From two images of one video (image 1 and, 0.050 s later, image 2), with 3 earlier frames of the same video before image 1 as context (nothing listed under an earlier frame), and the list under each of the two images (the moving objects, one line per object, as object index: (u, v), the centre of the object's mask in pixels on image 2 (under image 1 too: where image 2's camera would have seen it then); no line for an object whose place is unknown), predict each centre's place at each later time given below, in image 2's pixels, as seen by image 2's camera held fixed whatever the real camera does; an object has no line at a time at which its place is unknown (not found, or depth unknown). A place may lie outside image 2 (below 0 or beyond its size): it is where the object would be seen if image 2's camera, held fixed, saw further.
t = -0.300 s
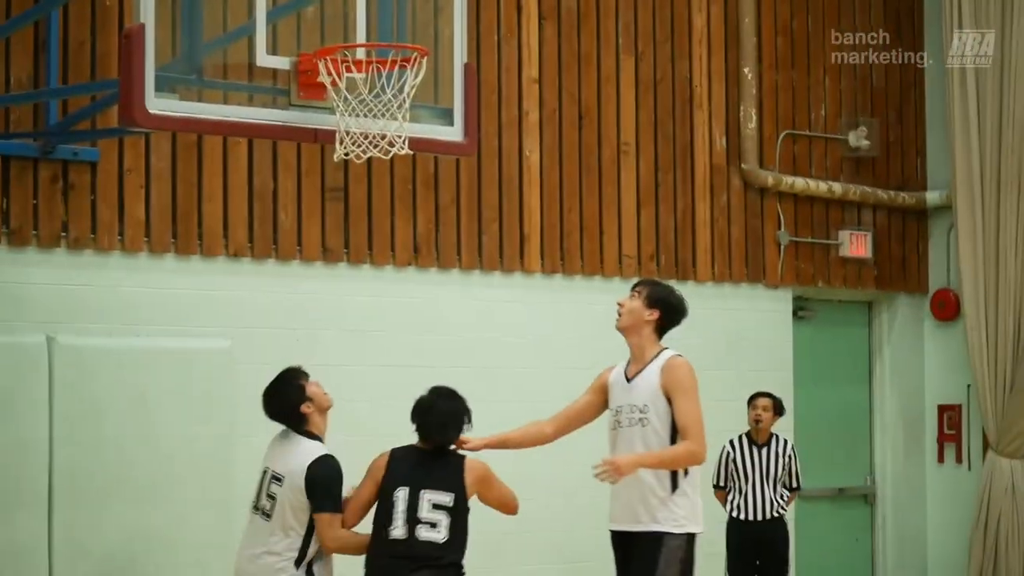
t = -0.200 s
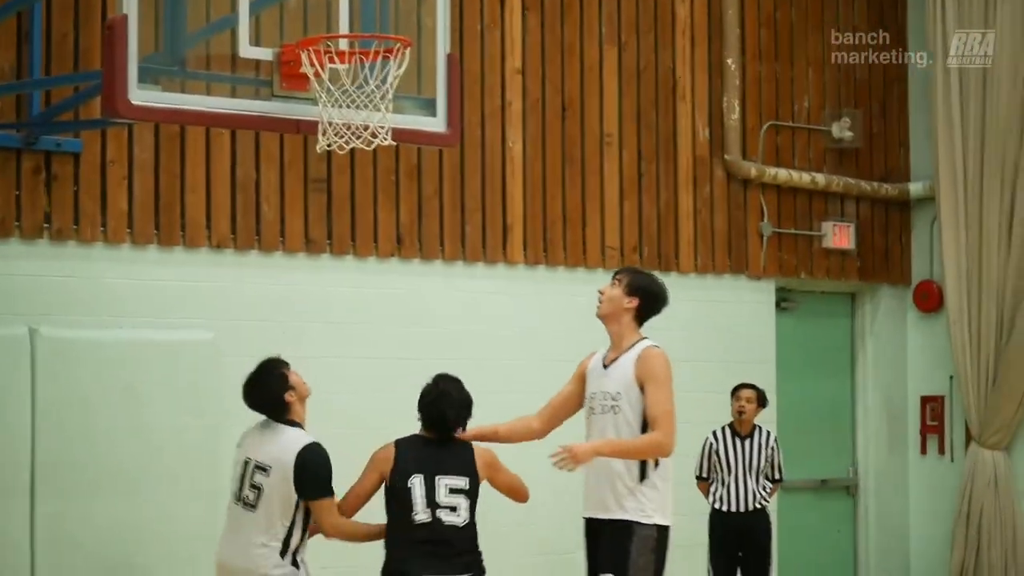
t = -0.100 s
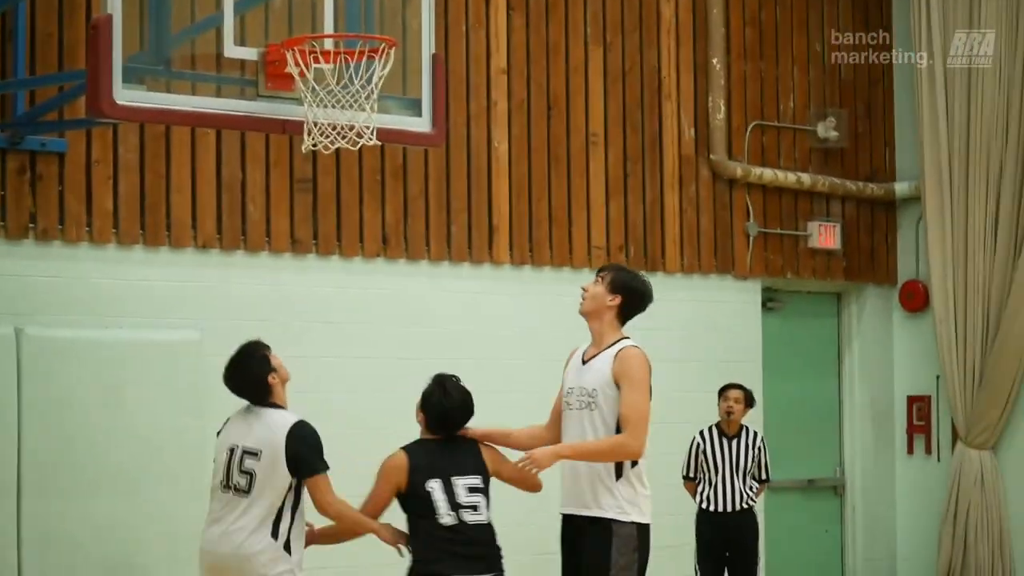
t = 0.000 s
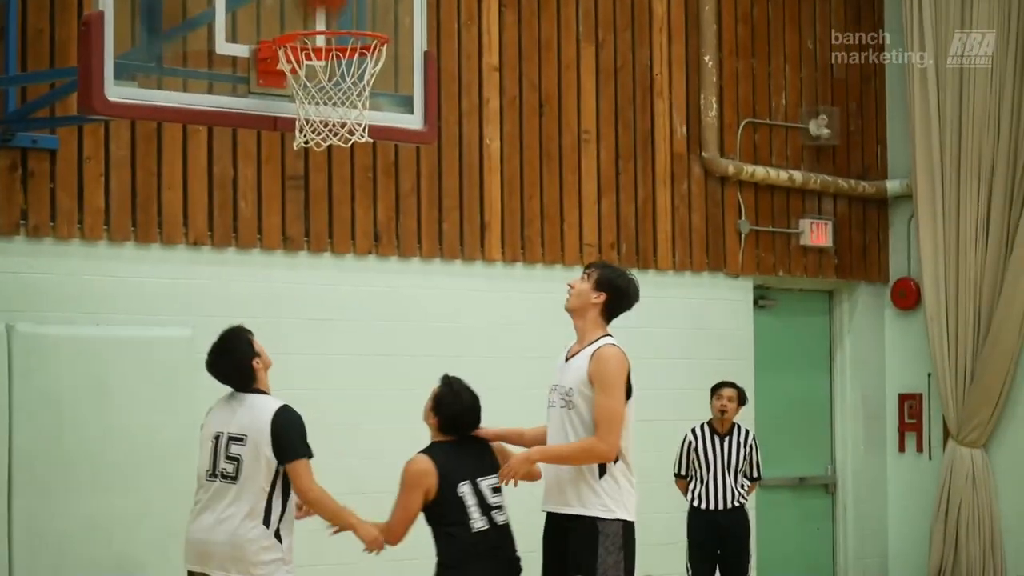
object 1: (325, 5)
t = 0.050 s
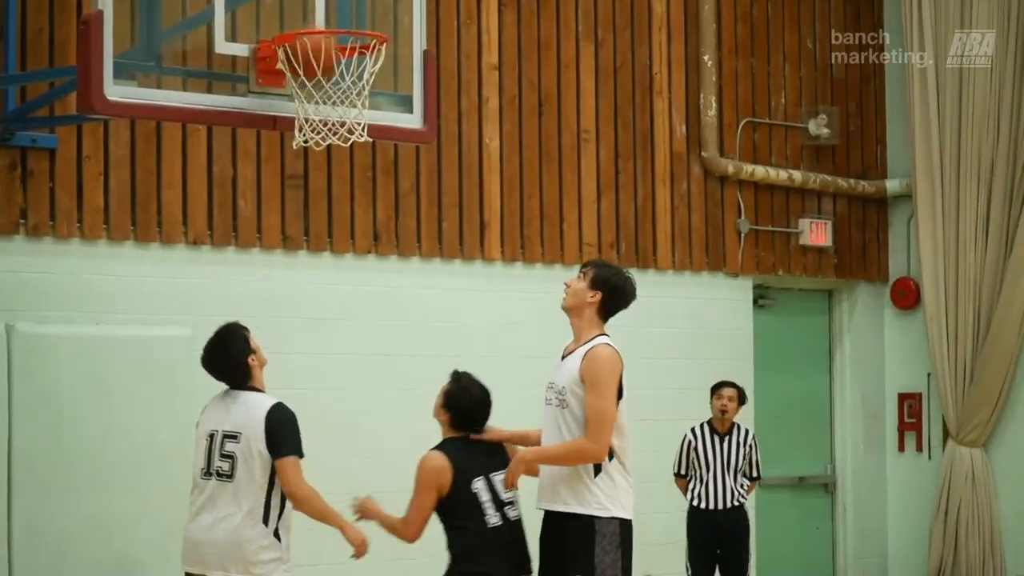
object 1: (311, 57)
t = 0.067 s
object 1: (311, 72)
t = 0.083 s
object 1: (310, 87)
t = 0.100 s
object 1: (310, 100)
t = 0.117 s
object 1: (316, 109)
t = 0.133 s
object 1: (317, 108)
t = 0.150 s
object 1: (319, 110)
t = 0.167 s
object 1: (322, 113)
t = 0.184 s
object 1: (326, 117)
